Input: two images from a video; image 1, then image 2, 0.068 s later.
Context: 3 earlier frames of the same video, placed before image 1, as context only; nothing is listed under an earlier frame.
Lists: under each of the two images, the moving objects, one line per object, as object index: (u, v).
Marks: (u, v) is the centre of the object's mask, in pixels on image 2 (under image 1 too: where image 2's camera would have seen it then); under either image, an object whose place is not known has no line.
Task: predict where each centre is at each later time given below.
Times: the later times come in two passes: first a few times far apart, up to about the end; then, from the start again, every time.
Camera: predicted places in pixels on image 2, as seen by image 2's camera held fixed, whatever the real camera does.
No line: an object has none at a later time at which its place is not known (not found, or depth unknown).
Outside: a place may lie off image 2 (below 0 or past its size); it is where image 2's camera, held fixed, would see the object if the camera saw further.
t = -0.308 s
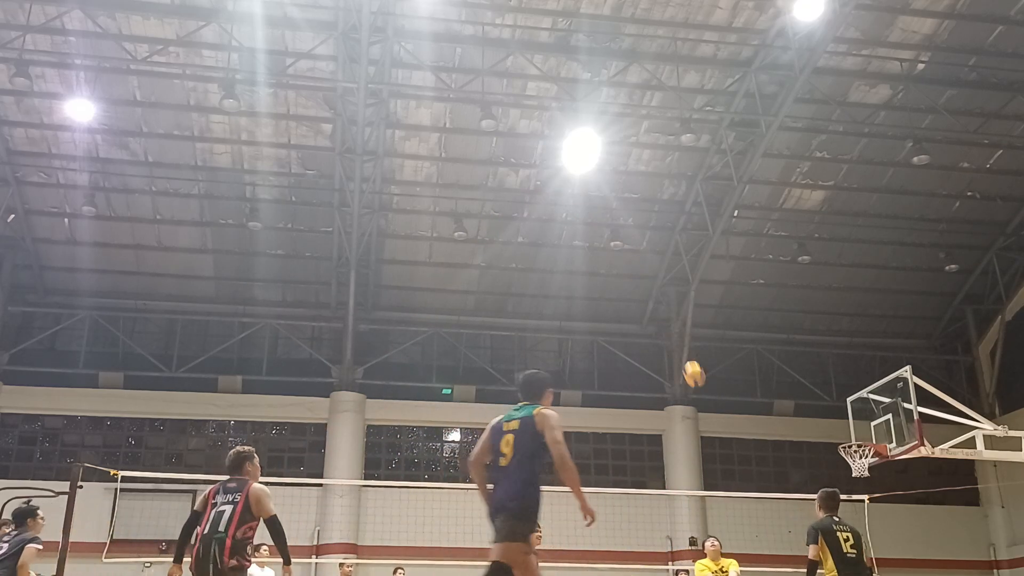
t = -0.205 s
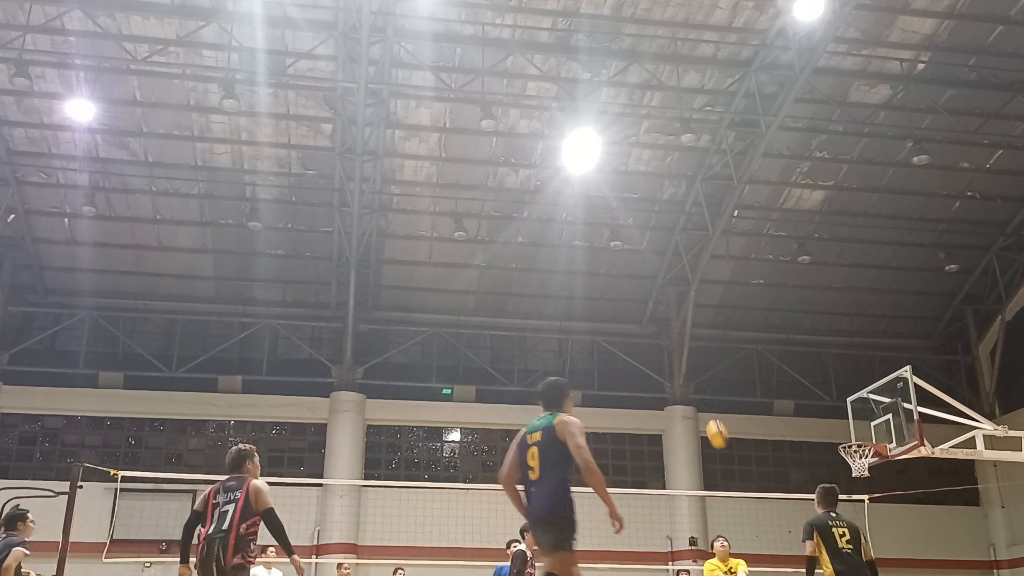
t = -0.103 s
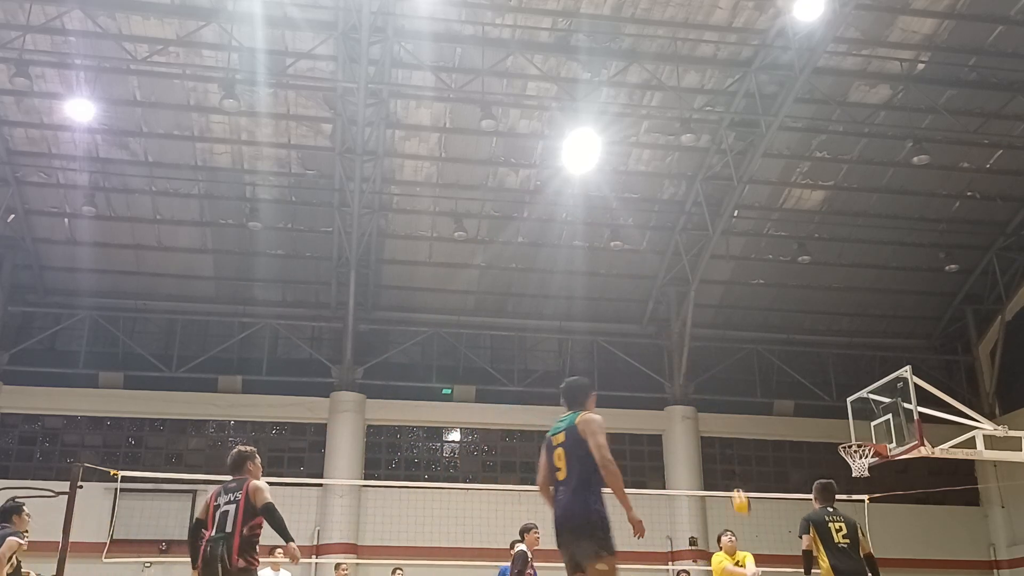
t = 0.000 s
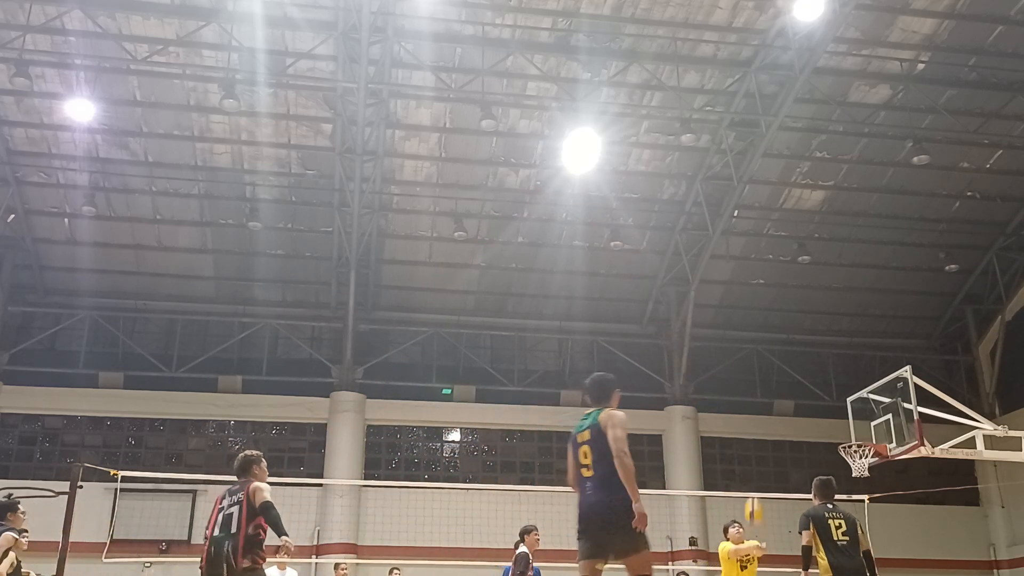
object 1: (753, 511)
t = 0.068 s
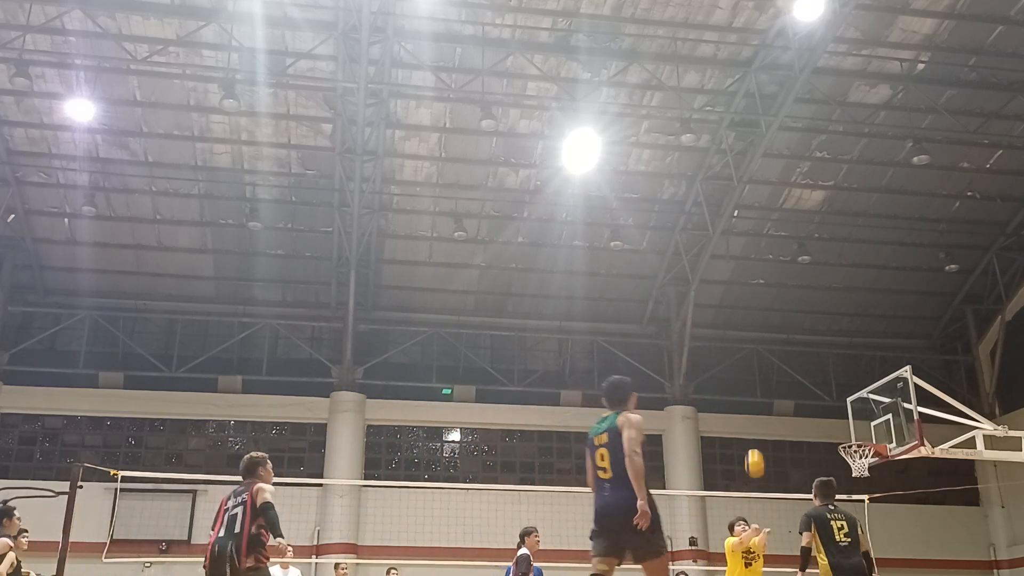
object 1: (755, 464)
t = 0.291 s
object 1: (757, 344)
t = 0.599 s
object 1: (764, 262)
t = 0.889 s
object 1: (776, 257)
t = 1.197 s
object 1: (796, 322)
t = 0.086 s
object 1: (755, 452)
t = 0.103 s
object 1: (755, 442)
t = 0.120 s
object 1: (755, 431)
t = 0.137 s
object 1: (756, 420)
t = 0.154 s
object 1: (755, 410)
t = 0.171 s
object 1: (756, 401)
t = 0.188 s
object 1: (756, 392)
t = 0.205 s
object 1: (756, 383)
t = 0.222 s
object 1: (756, 375)
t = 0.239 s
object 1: (756, 367)
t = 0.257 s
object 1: (756, 359)
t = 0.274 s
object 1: (757, 352)
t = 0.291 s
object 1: (757, 344)
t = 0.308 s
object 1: (757, 337)
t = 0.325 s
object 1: (757, 331)
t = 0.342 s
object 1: (758, 325)
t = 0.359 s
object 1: (758, 319)
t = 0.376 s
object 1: (758, 313)
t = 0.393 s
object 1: (758, 308)
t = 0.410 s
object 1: (759, 303)
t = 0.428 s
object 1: (759, 298)
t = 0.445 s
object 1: (759, 293)
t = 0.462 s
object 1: (760, 288)
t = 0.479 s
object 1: (760, 285)
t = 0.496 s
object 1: (761, 281)
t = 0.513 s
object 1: (761, 277)
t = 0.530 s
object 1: (761, 274)
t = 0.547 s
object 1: (762, 271)
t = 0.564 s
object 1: (762, 268)
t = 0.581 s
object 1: (763, 265)
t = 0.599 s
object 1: (764, 262)
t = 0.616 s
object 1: (764, 261)
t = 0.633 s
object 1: (765, 259)
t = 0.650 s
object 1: (766, 257)
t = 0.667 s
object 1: (766, 255)
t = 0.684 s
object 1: (766, 254)
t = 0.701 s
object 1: (767, 253)
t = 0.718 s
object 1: (768, 252)
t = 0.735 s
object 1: (769, 252)
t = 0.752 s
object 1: (769, 251)
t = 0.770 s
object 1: (770, 251)
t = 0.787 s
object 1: (771, 251)
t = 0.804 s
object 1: (772, 252)
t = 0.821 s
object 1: (772, 252)
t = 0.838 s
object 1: (773, 253)
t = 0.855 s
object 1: (774, 254)
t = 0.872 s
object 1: (775, 255)
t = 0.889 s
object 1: (776, 257)
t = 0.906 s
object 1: (777, 258)
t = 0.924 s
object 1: (777, 260)
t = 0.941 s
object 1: (778, 262)
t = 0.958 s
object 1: (780, 265)
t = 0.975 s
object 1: (780, 267)
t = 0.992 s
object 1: (781, 270)
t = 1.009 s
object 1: (782, 273)
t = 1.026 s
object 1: (783, 276)
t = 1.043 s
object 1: (785, 279)
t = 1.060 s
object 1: (786, 283)
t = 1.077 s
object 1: (787, 287)
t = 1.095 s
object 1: (789, 291)
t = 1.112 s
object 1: (790, 296)
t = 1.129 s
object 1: (791, 301)
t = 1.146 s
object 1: (792, 306)
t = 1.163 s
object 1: (793, 310)
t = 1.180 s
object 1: (795, 316)
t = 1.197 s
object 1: (796, 322)
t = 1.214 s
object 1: (797, 328)
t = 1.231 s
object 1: (799, 333)
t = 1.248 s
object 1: (800, 340)
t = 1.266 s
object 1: (802, 347)
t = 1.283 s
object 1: (803, 354)
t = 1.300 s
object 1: (805, 361)
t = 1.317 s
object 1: (806, 369)
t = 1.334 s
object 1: (808, 376)
